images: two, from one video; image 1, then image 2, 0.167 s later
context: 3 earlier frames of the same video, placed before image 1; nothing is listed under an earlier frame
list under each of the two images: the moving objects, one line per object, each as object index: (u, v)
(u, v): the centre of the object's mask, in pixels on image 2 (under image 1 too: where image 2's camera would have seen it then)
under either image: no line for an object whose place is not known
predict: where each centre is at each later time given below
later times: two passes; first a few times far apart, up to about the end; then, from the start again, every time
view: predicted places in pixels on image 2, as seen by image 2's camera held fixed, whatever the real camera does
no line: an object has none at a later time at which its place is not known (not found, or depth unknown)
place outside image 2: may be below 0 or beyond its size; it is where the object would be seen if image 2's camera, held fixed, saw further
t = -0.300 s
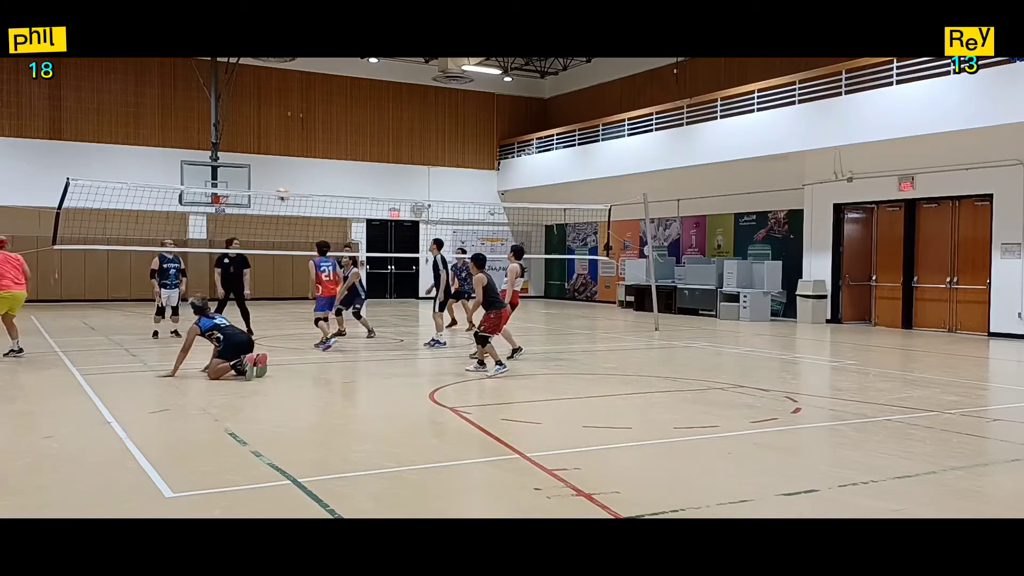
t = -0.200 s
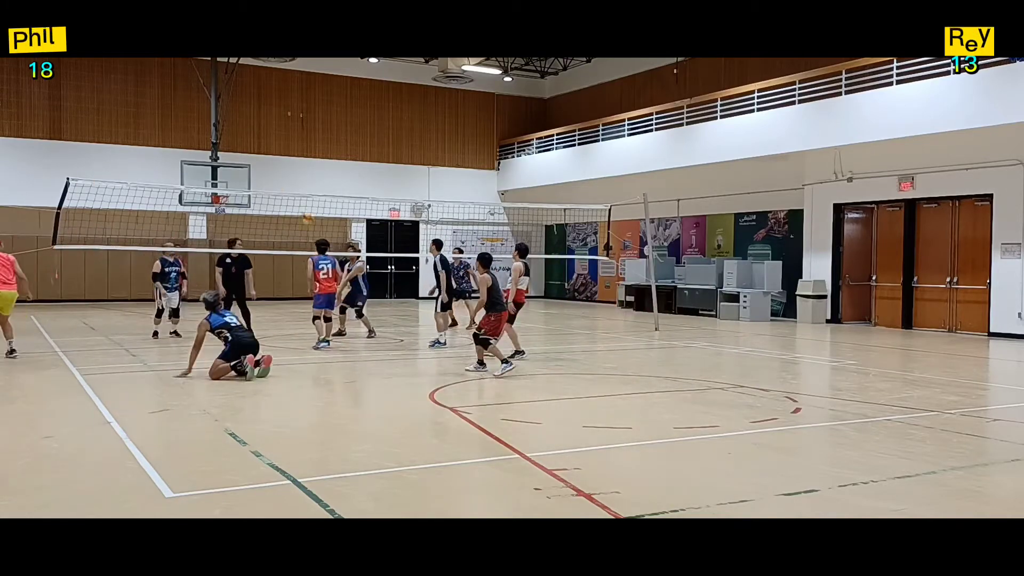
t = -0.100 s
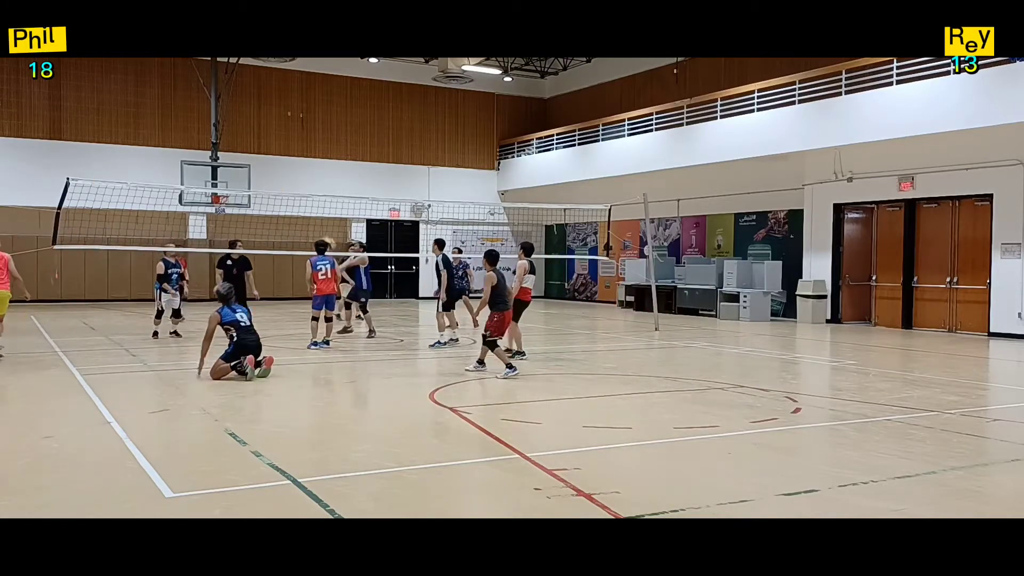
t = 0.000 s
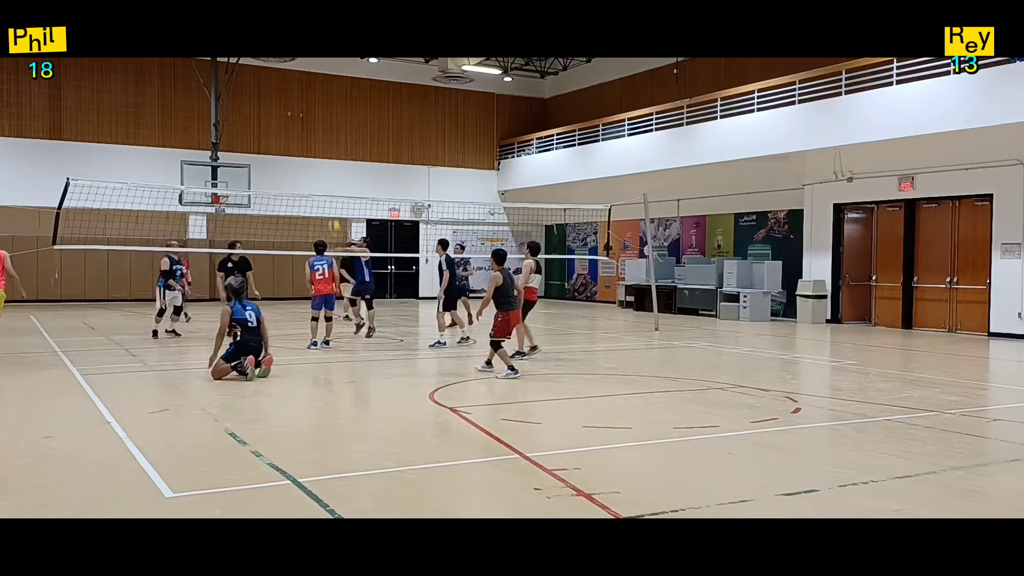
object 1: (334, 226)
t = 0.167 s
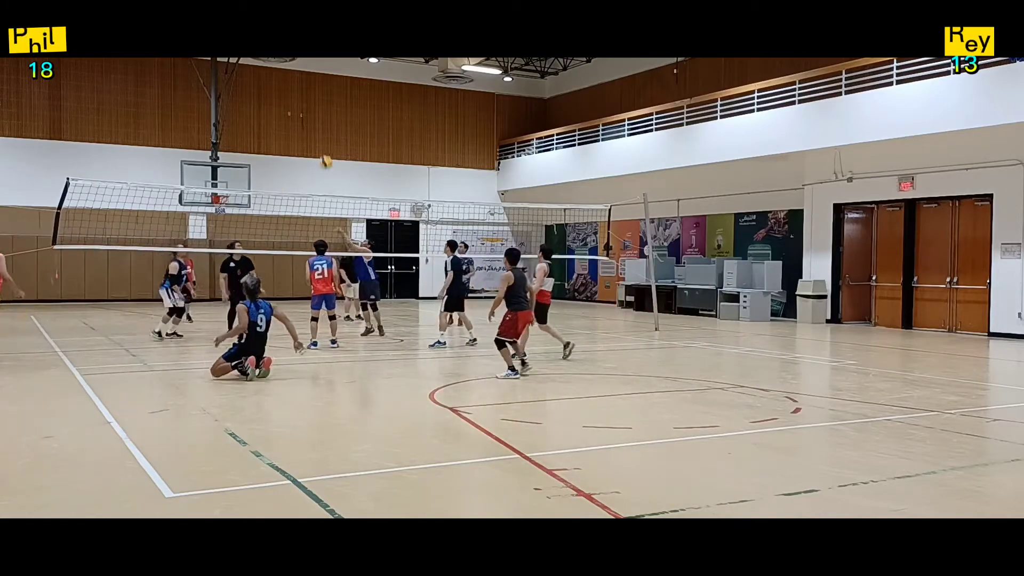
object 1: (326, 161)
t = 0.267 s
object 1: (320, 131)
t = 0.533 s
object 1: (306, 77)
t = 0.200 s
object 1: (324, 151)
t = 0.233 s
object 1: (322, 140)
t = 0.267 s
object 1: (320, 131)
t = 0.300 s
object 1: (318, 122)
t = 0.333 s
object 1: (316, 114)
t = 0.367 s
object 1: (314, 106)
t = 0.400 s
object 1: (313, 99)
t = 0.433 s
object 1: (311, 92)
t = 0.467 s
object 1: (309, 86)
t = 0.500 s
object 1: (308, 81)
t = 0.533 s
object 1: (306, 77)
